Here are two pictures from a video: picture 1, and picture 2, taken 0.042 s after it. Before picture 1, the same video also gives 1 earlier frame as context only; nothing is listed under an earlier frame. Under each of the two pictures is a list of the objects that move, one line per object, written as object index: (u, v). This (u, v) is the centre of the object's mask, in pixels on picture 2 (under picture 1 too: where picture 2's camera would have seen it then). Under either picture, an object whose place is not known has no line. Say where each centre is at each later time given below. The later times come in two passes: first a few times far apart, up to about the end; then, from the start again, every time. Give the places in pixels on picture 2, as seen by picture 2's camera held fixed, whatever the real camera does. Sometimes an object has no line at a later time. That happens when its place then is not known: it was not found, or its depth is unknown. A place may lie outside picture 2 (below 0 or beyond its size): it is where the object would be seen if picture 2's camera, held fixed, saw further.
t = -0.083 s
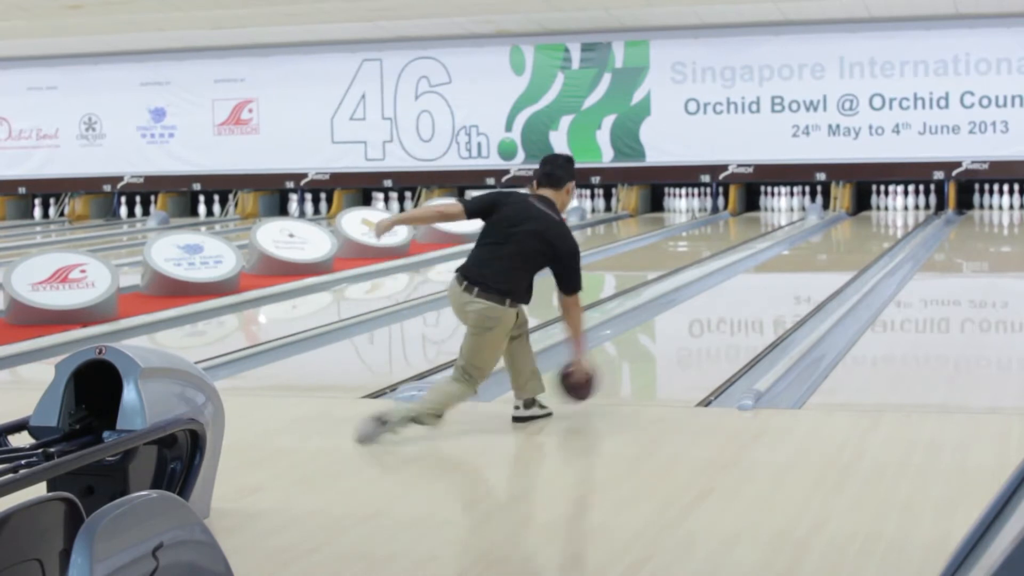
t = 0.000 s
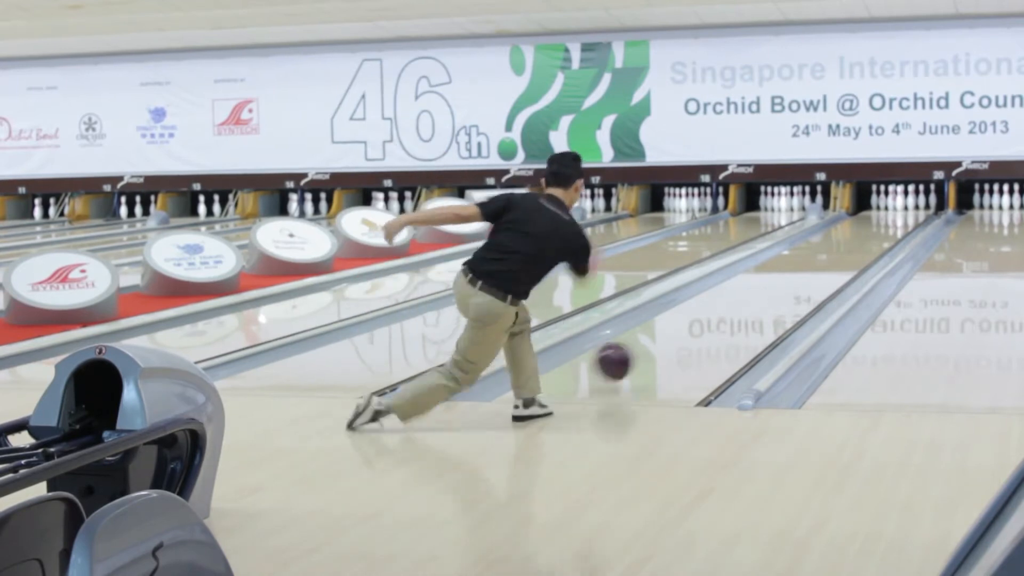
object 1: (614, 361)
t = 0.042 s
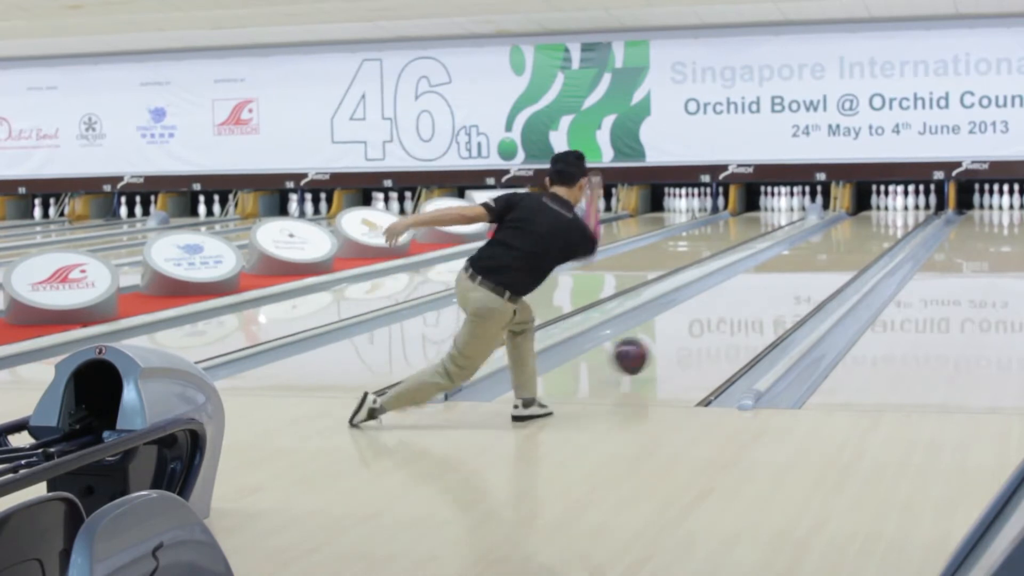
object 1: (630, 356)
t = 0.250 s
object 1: (698, 326)
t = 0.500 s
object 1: (755, 295)
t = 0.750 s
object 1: (798, 272)
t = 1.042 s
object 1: (833, 252)
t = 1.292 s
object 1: (857, 239)
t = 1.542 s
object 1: (874, 228)
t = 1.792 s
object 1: (887, 219)
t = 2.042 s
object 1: (894, 212)
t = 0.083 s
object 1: (646, 353)
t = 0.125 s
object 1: (660, 347)
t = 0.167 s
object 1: (674, 339)
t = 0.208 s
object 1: (687, 332)
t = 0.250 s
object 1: (698, 326)
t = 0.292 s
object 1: (709, 320)
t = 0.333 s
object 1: (719, 315)
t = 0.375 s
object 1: (729, 309)
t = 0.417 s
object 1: (738, 304)
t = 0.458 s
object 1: (748, 299)
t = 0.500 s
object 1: (755, 295)
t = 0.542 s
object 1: (763, 290)
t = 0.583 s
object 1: (771, 286)
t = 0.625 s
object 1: (778, 282)
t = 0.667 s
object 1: (785, 278)
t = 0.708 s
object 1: (791, 275)
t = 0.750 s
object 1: (798, 272)
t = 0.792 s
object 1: (803, 269)
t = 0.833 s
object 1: (809, 266)
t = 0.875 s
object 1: (814, 263)
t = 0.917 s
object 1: (819, 260)
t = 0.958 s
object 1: (824, 257)
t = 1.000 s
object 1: (829, 255)
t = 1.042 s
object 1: (833, 252)
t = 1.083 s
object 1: (838, 250)
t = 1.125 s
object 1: (842, 247)
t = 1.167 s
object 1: (846, 245)
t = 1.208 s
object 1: (849, 243)
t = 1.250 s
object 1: (853, 240)
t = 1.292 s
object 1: (857, 239)
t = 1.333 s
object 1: (860, 237)
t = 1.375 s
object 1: (863, 235)
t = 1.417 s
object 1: (866, 233)
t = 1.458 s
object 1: (869, 231)
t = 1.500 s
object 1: (872, 229)
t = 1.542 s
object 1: (874, 228)
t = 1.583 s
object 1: (877, 226)
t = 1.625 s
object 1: (879, 224)
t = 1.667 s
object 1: (881, 223)
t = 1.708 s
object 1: (883, 222)
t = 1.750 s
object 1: (885, 220)
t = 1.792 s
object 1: (887, 219)
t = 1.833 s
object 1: (888, 218)
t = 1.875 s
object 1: (890, 217)
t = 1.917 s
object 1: (891, 215)
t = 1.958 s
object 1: (892, 214)
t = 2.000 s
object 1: (893, 213)
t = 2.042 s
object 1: (894, 212)
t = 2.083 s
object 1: (894, 211)
